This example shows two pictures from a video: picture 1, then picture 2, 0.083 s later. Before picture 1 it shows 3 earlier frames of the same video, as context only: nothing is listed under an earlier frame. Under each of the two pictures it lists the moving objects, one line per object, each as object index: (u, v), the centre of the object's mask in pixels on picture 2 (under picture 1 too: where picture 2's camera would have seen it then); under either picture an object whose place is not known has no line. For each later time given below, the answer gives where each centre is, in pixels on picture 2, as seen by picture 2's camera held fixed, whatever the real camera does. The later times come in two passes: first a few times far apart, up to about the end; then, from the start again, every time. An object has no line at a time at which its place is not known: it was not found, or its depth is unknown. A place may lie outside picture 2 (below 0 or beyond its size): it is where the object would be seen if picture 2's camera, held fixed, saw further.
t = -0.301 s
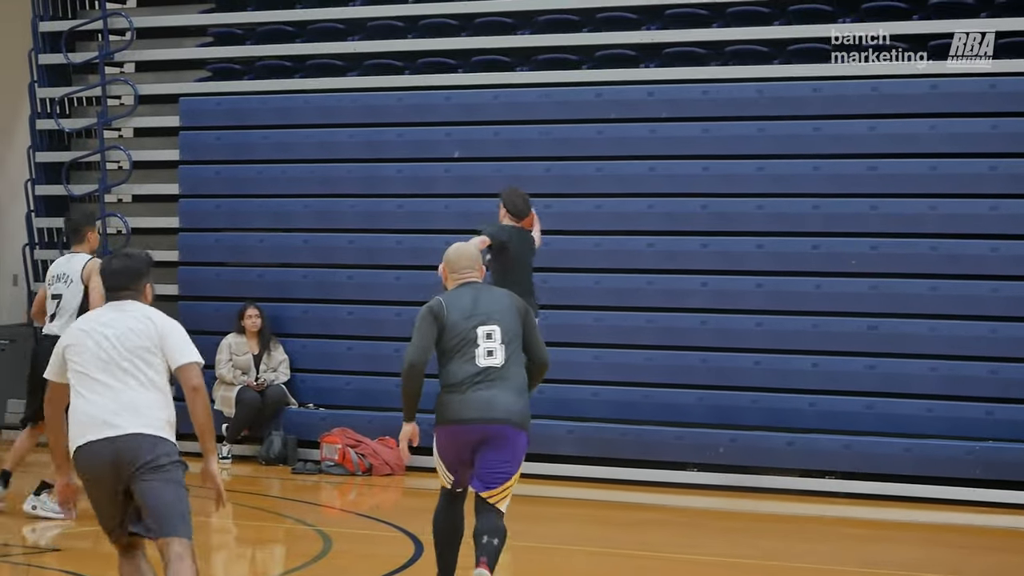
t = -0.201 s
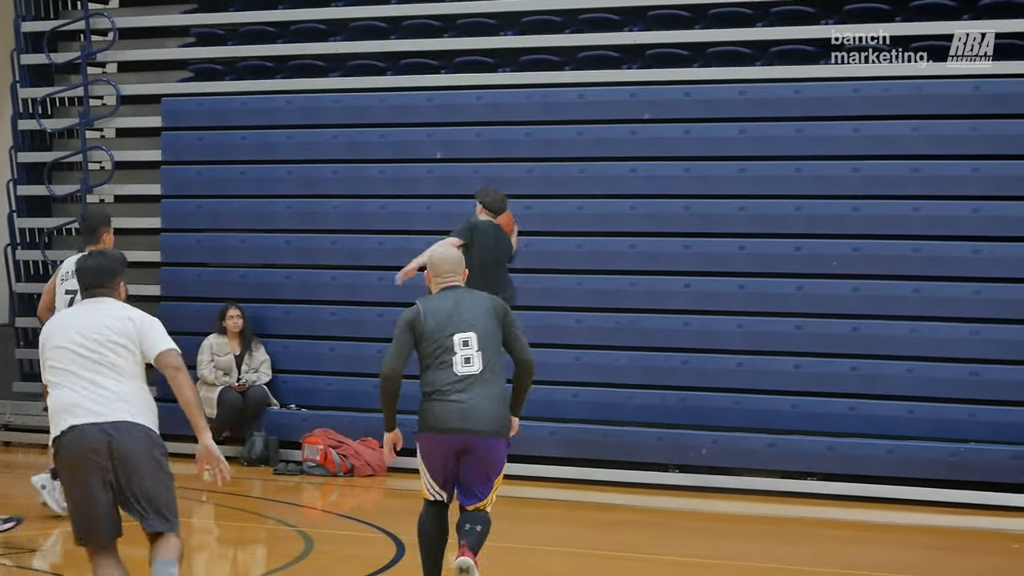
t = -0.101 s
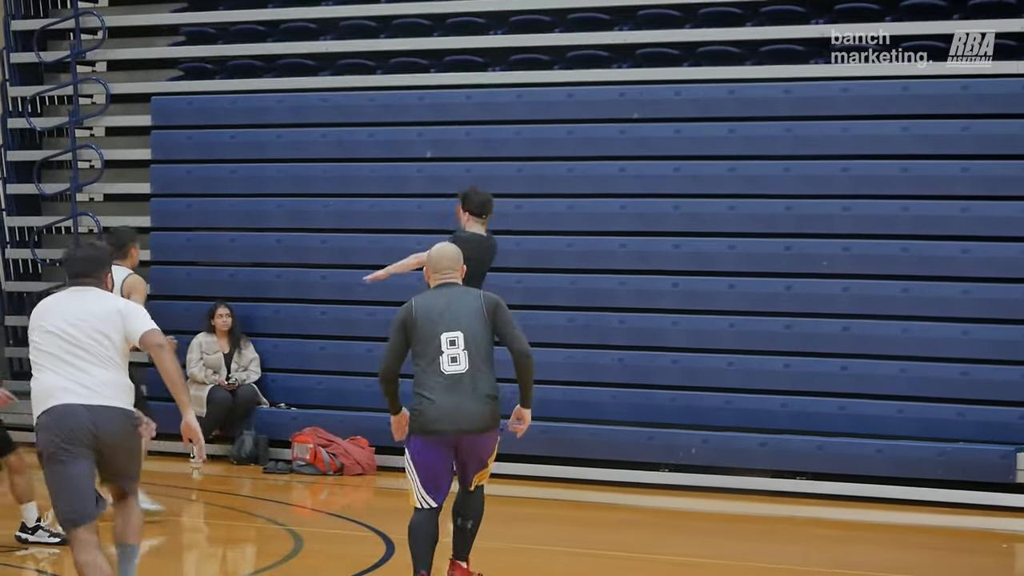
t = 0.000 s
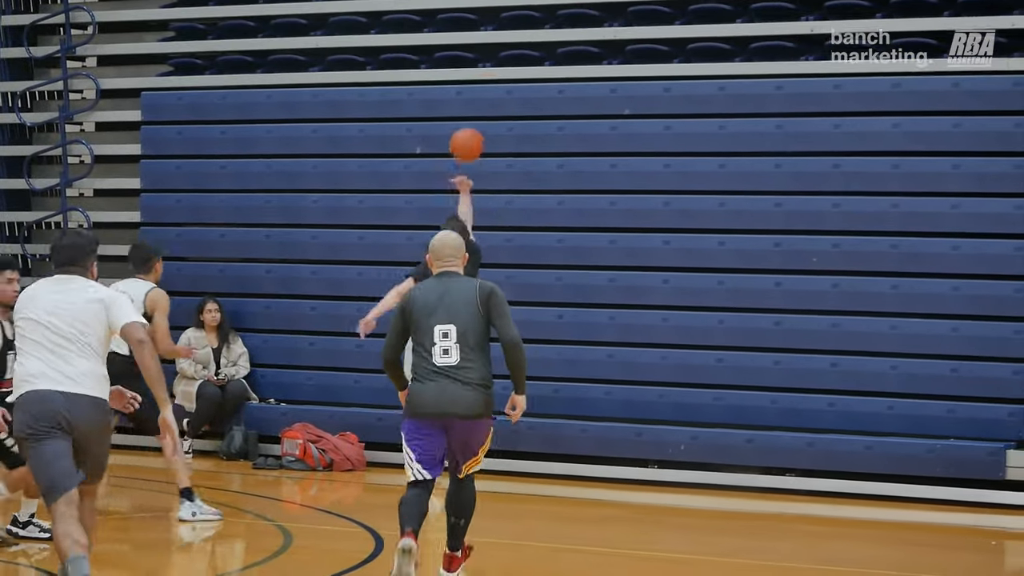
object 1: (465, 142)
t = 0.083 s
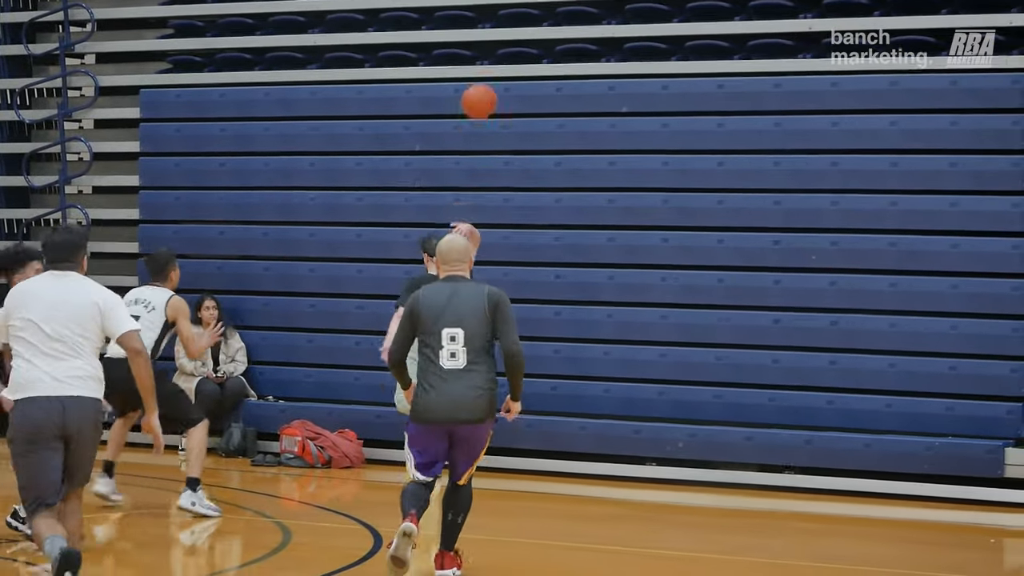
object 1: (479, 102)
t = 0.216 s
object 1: (504, 53)
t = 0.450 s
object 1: (551, 20)
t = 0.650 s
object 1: (595, 59)
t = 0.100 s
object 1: (481, 95)
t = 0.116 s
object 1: (485, 88)
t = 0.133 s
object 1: (488, 81)
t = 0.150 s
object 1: (491, 75)
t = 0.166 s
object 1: (494, 69)
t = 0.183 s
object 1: (497, 63)
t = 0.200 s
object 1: (500, 57)
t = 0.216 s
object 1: (504, 53)
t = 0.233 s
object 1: (508, 49)
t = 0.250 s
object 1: (511, 44)
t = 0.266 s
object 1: (514, 40)
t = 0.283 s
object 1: (517, 36)
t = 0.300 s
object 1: (521, 33)
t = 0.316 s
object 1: (524, 30)
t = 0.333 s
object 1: (528, 27)
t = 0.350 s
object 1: (531, 25)
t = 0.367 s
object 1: (534, 23)
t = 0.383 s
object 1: (538, 22)
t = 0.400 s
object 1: (541, 21)
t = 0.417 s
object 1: (545, 21)
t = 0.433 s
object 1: (548, 20)
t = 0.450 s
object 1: (551, 20)
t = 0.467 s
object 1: (555, 21)
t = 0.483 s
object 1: (558, 22)
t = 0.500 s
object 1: (561, 24)
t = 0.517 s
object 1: (565, 25)
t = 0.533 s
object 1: (569, 28)
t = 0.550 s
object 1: (573, 31)
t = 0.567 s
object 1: (577, 34)
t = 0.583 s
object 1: (580, 38)
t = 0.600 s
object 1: (584, 43)
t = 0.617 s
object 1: (588, 49)
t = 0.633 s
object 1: (592, 53)
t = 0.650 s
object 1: (595, 59)
